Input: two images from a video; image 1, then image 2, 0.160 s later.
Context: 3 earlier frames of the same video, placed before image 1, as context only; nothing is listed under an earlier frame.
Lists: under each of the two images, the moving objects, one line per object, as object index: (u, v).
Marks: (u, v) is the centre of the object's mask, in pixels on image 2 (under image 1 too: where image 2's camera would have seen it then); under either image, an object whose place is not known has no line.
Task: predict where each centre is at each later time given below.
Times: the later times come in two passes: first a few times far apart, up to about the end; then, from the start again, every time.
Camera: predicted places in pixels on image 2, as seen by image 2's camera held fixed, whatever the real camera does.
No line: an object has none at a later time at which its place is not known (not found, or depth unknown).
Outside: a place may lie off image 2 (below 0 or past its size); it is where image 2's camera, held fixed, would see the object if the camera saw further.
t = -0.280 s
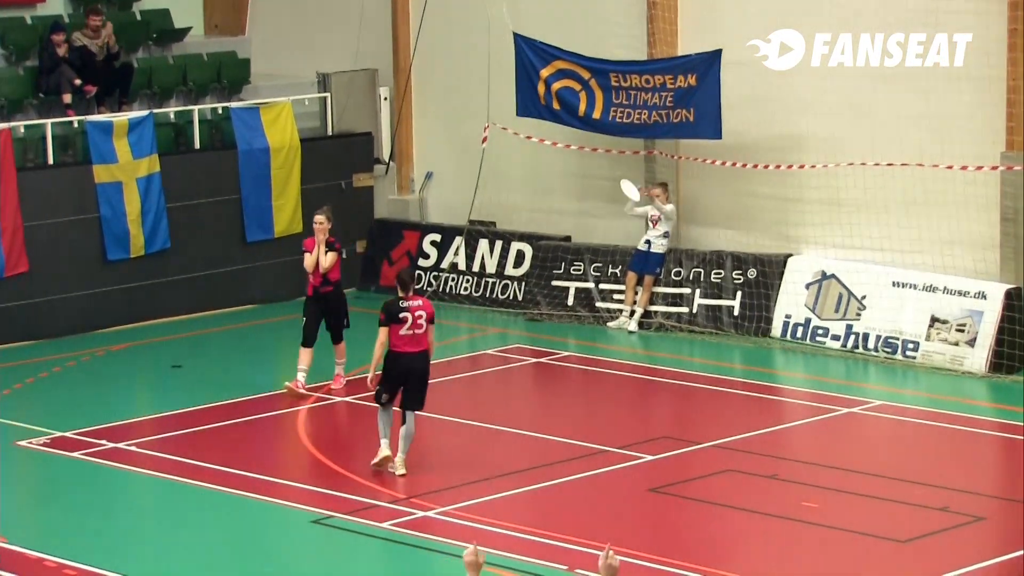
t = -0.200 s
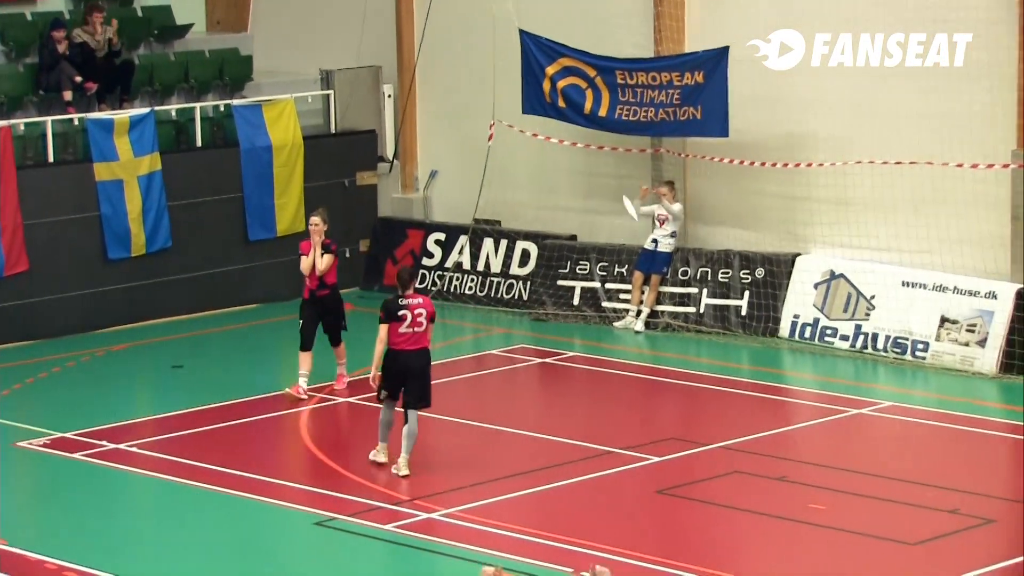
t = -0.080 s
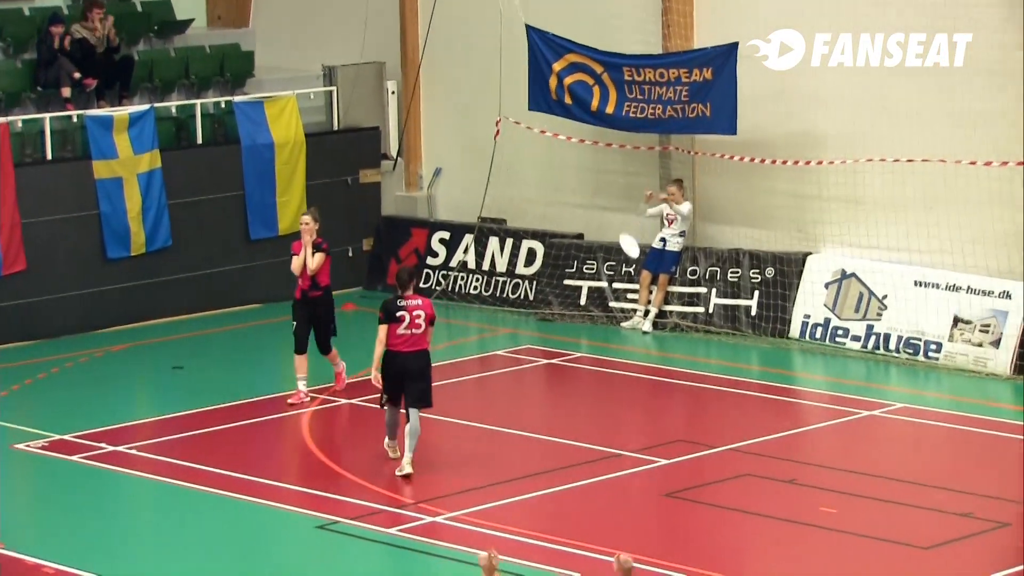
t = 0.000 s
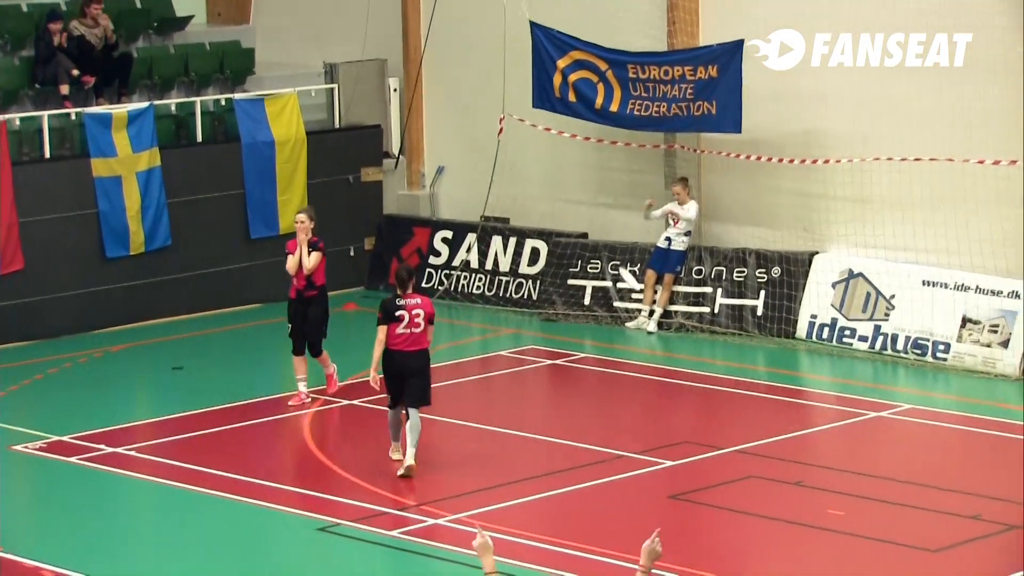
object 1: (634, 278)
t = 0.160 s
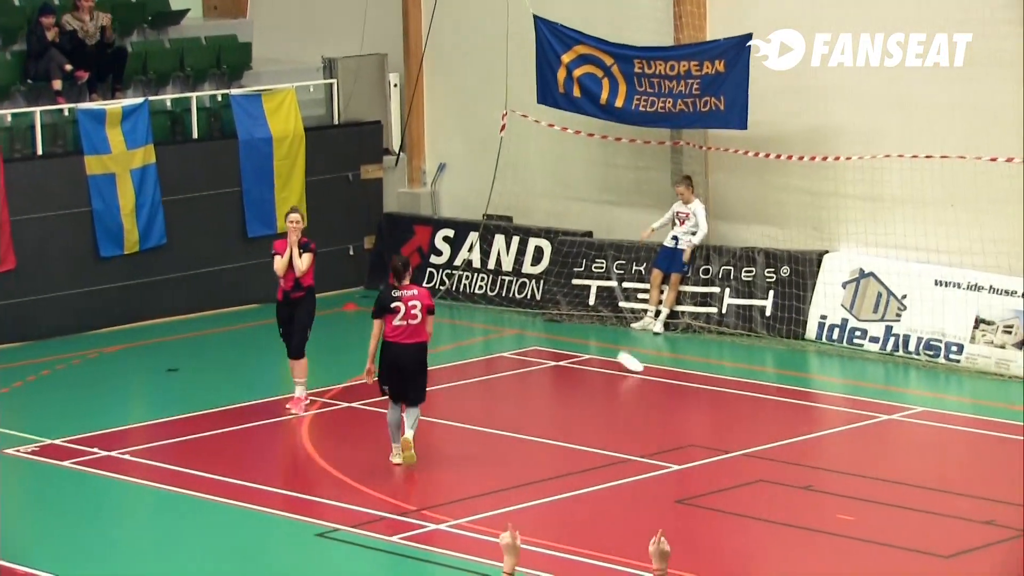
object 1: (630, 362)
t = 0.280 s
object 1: (620, 361)
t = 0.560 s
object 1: (606, 383)
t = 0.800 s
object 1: (602, 392)
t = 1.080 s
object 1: (589, 400)
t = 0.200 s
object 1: (627, 366)
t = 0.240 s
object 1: (623, 363)
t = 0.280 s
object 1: (620, 361)
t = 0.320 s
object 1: (616, 361)
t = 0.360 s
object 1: (614, 362)
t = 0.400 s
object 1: (612, 365)
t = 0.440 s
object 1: (610, 371)
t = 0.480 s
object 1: (609, 376)
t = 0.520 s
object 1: (608, 377)
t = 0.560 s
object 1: (606, 383)
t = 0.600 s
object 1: (605, 385)
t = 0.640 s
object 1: (603, 387)
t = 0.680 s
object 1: (603, 388)
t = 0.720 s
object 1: (603, 390)
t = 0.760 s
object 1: (602, 391)
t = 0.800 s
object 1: (602, 392)
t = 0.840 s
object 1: (600, 393)
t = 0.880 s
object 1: (599, 393)
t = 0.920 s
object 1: (597, 394)
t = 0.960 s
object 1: (595, 395)
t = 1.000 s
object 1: (593, 396)
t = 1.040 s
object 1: (591, 398)
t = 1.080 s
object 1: (589, 400)
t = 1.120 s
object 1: (588, 402)
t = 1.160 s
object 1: (586, 401)
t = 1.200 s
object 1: (585, 402)
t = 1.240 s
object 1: (585, 401)
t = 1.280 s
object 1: (585, 401)
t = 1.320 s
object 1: (584, 401)
